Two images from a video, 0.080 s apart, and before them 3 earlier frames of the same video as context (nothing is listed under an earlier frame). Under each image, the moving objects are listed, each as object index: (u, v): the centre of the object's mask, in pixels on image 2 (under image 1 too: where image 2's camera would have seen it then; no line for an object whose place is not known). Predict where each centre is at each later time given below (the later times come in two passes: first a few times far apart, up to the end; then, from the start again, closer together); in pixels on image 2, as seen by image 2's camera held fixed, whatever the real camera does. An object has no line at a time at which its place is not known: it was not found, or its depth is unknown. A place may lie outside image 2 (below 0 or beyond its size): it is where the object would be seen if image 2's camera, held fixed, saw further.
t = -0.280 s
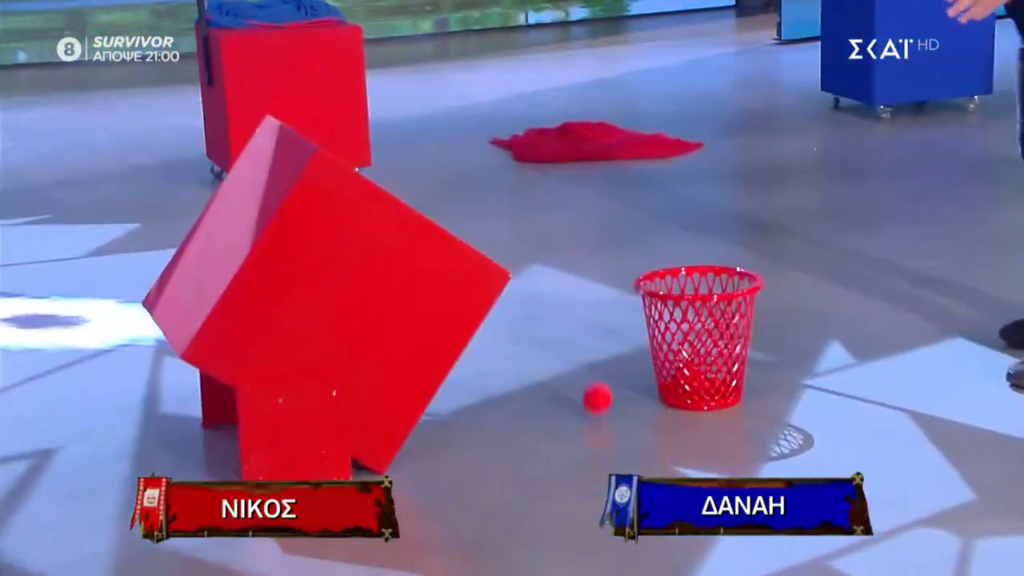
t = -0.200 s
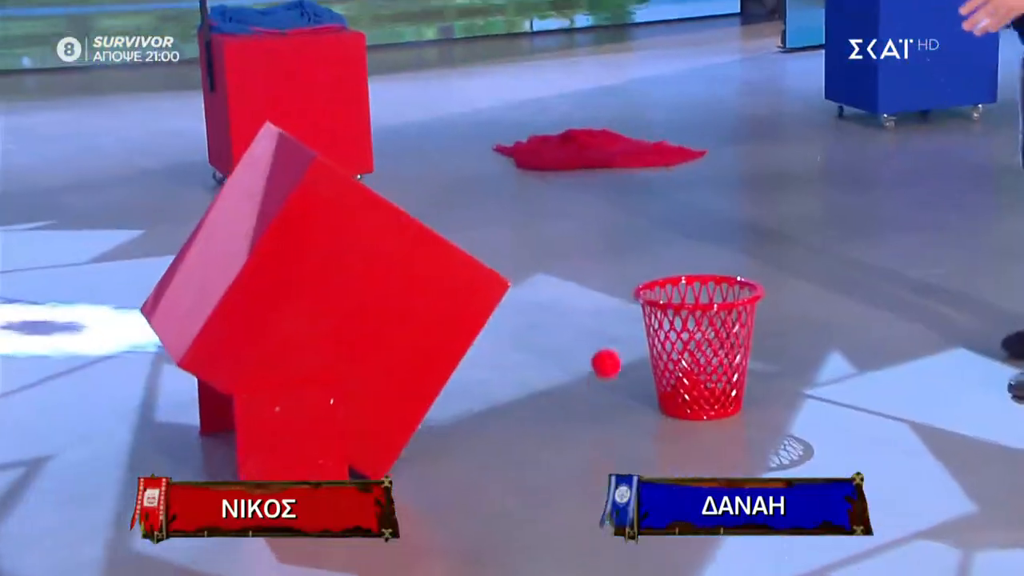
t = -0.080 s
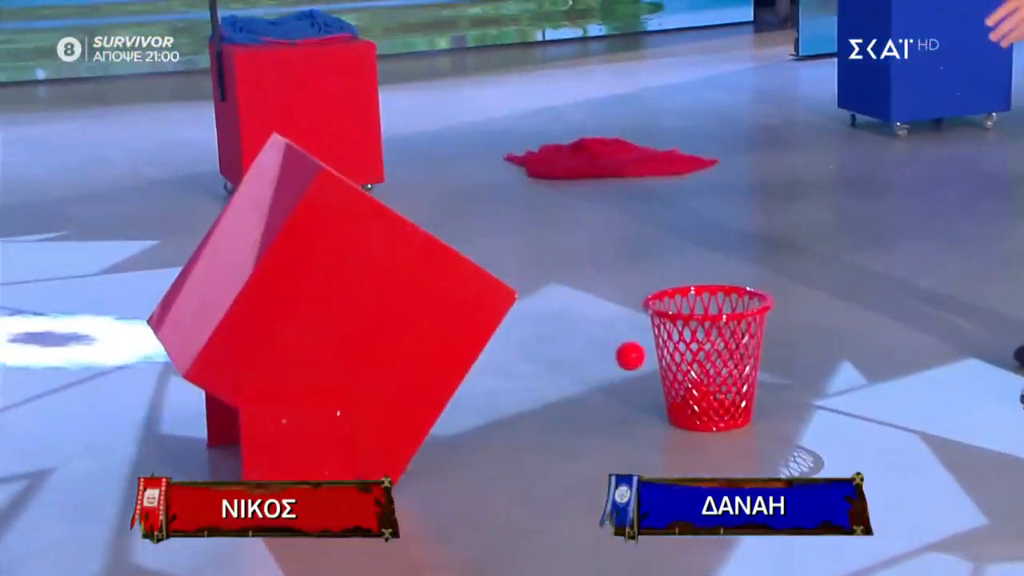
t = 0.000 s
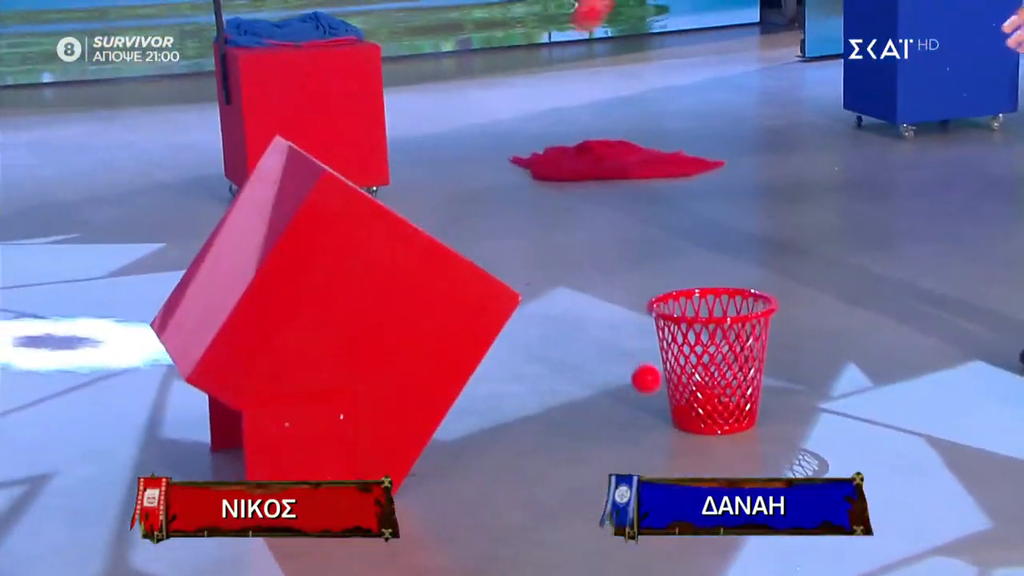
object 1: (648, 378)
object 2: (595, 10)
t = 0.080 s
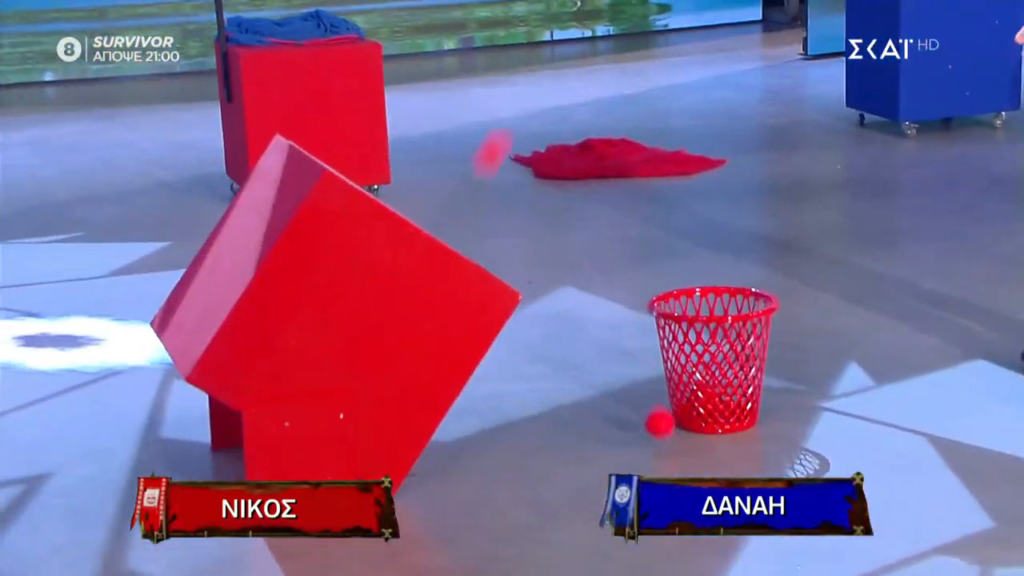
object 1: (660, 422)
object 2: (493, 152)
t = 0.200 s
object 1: (672, 391)
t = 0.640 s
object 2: (743, 251)
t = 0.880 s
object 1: (751, 428)
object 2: (728, 224)
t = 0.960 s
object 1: (761, 435)
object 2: (716, 247)
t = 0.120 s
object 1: (664, 414)
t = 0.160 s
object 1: (668, 399)
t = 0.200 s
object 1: (672, 391)
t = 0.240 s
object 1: (677, 388)
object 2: (494, 168)
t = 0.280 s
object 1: (682, 391)
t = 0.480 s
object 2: (646, 140)
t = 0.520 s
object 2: (672, 160)
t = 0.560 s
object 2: (695, 185)
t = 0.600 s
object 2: (719, 216)
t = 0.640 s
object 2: (743, 251)
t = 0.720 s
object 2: (753, 253)
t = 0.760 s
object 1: (737, 427)
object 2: (746, 236)
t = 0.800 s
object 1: (743, 432)
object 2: (740, 226)
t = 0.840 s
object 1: (747, 427)
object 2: (734, 222)
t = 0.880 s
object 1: (751, 428)
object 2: (728, 224)
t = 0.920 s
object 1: (756, 435)
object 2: (722, 233)
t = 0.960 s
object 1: (761, 435)
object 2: (716, 247)
